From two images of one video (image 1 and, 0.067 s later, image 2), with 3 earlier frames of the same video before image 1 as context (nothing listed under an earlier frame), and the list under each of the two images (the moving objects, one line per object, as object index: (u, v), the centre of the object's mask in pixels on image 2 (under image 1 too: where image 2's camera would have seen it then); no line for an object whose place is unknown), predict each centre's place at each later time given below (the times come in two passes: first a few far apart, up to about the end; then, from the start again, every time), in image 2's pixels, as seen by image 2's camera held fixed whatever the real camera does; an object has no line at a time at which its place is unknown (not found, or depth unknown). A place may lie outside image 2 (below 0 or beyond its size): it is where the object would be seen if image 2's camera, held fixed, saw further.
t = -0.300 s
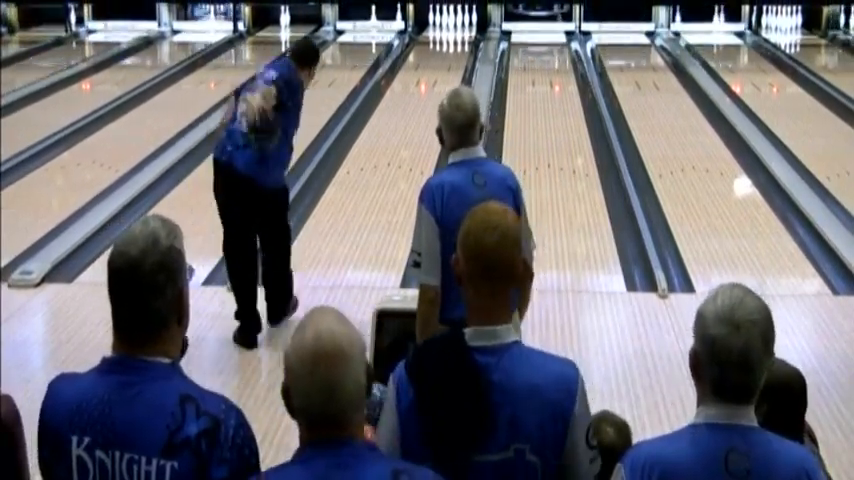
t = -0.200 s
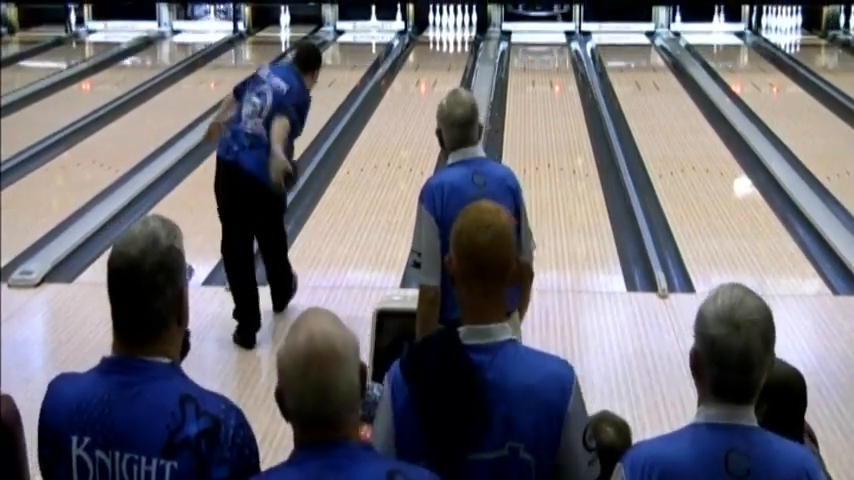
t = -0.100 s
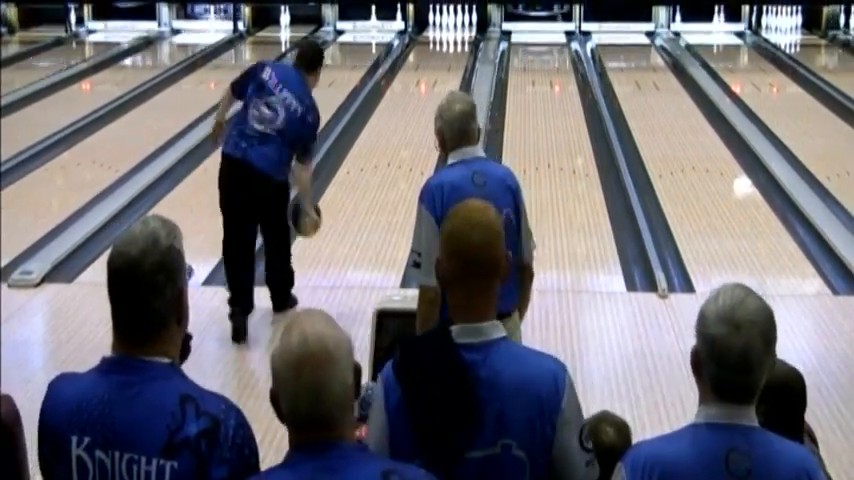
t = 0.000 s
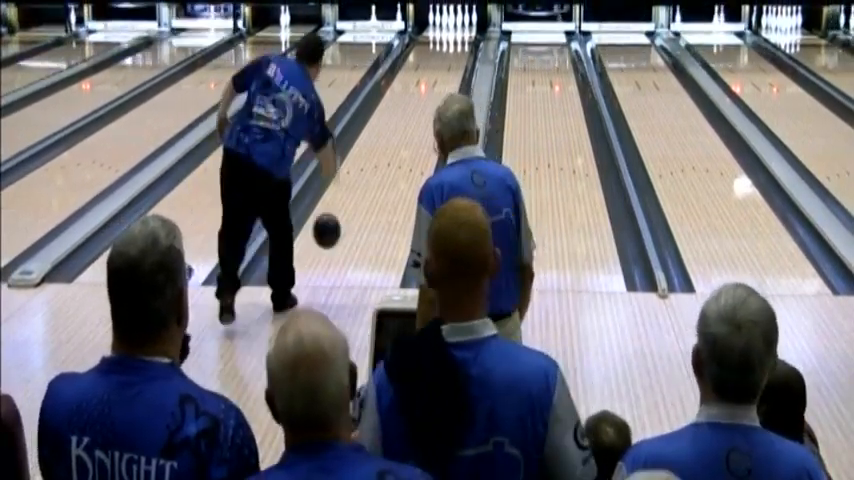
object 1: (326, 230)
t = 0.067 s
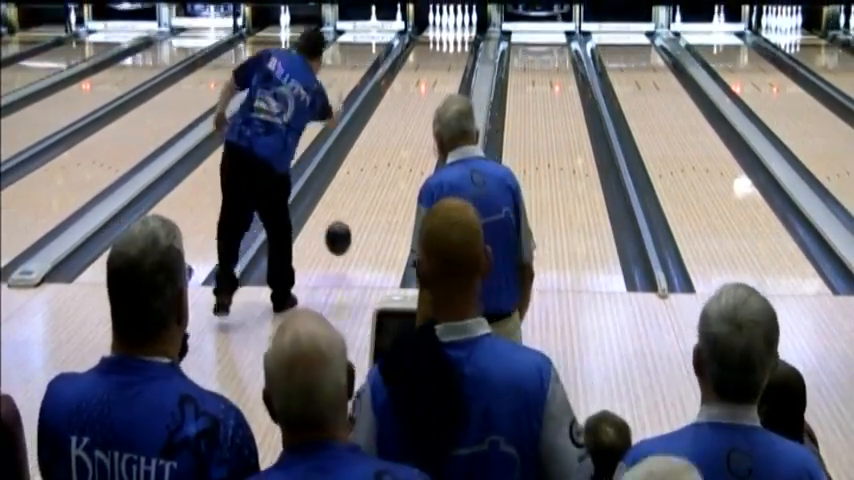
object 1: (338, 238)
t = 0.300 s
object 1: (371, 209)
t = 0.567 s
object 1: (397, 164)
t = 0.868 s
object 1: (419, 125)
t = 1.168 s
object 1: (436, 96)
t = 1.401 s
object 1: (445, 77)
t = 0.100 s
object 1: (343, 244)
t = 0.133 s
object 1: (348, 244)
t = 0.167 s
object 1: (353, 235)
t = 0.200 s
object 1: (358, 228)
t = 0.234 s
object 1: (362, 222)
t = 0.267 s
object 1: (367, 216)
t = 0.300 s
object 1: (371, 209)
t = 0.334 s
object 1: (374, 203)
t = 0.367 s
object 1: (378, 196)
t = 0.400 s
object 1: (382, 190)
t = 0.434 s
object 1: (385, 184)
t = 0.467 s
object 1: (388, 179)
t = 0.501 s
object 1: (391, 174)
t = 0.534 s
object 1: (395, 168)
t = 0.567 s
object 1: (397, 164)
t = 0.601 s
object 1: (400, 158)
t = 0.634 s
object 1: (403, 154)
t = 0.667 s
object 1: (406, 149)
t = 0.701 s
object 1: (408, 145)
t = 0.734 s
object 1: (411, 141)
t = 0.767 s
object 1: (413, 137)
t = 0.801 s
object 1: (415, 133)
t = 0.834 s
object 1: (417, 129)
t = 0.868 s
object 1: (419, 125)
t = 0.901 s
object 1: (421, 122)
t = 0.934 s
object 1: (423, 118)
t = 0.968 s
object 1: (426, 115)
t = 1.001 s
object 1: (427, 111)
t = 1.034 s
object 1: (429, 108)
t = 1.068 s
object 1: (430, 105)
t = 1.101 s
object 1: (432, 102)
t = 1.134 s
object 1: (434, 99)
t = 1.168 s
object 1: (436, 96)
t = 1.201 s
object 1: (436, 93)
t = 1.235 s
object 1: (438, 90)
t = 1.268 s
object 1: (440, 87)
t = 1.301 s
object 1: (440, 85)
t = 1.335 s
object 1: (442, 83)
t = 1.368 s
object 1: (443, 80)
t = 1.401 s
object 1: (445, 77)
